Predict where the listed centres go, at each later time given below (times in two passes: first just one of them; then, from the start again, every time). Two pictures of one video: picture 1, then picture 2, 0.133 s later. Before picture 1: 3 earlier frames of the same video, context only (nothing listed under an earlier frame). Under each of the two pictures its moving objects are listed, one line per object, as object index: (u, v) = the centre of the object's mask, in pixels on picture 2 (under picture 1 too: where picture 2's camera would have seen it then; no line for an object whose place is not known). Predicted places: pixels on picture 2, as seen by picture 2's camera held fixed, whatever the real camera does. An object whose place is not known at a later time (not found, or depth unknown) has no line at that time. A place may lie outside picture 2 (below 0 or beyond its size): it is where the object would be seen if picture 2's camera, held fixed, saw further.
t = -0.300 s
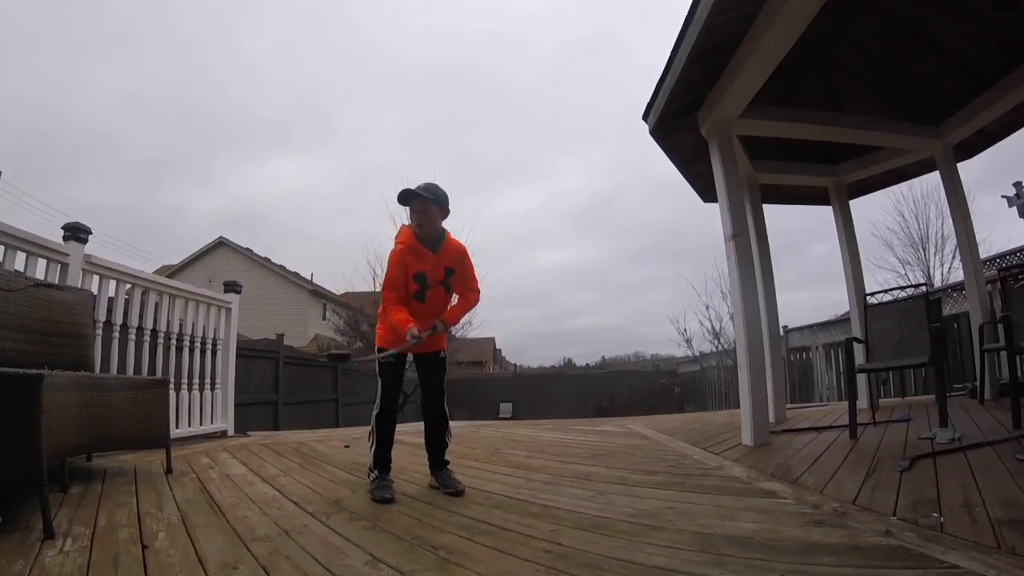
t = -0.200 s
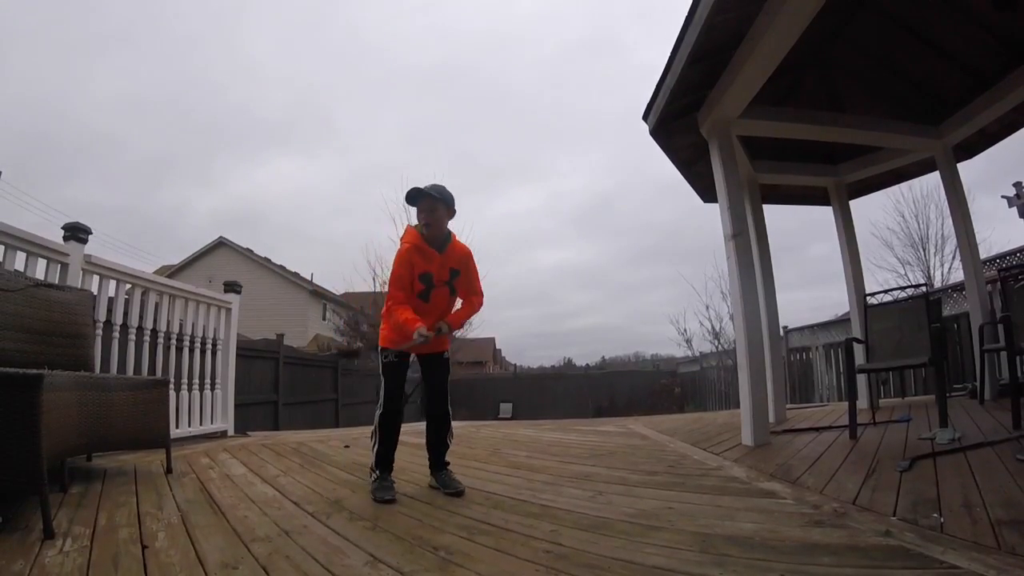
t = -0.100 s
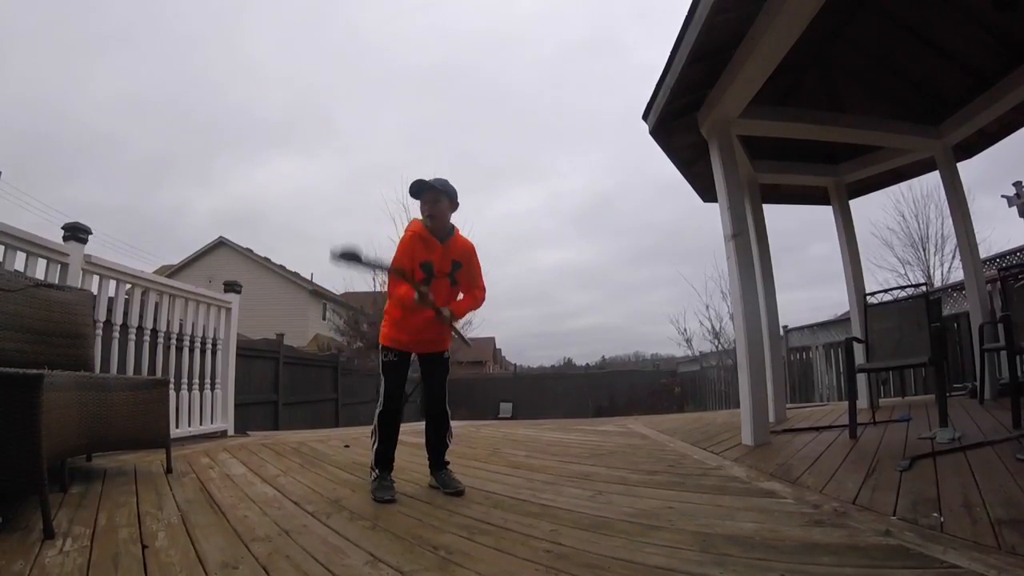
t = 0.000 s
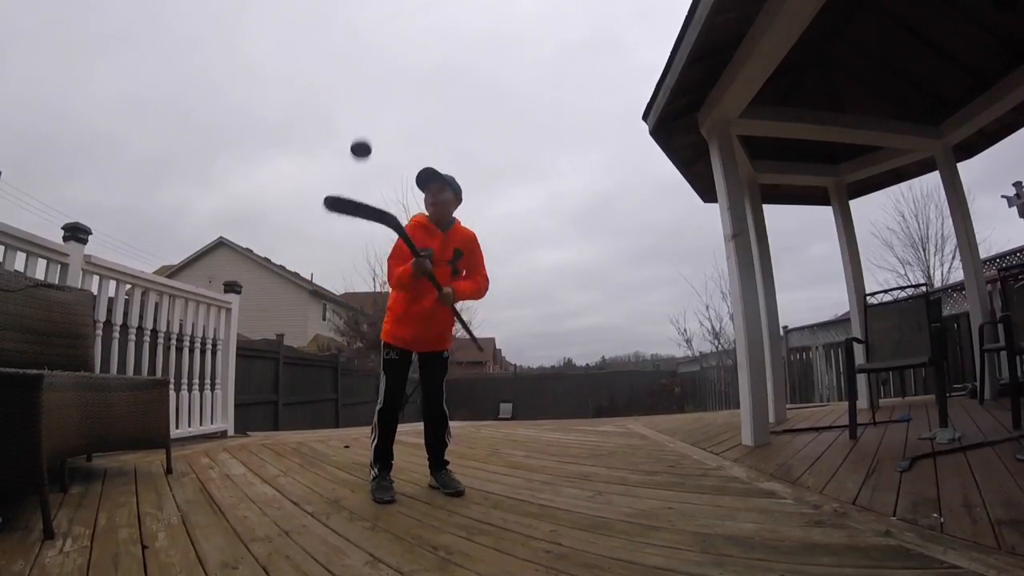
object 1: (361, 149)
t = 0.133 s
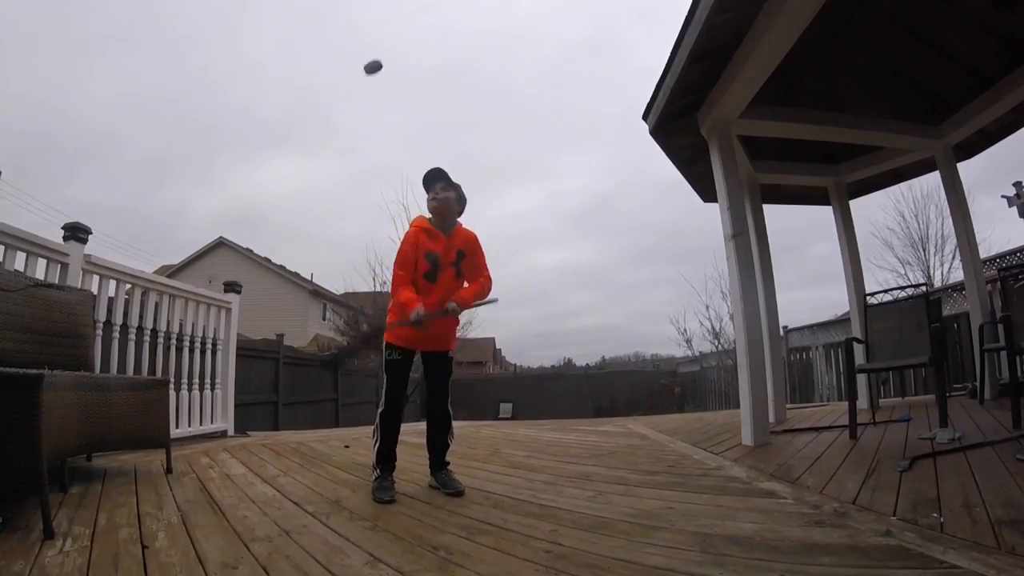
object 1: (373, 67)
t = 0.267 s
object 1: (380, 31)
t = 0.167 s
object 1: (375, 55)
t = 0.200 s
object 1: (377, 45)
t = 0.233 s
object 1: (379, 37)
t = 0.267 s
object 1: (380, 31)
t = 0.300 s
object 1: (381, 28)
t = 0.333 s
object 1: (382, 27)
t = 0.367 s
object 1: (382, 27)
